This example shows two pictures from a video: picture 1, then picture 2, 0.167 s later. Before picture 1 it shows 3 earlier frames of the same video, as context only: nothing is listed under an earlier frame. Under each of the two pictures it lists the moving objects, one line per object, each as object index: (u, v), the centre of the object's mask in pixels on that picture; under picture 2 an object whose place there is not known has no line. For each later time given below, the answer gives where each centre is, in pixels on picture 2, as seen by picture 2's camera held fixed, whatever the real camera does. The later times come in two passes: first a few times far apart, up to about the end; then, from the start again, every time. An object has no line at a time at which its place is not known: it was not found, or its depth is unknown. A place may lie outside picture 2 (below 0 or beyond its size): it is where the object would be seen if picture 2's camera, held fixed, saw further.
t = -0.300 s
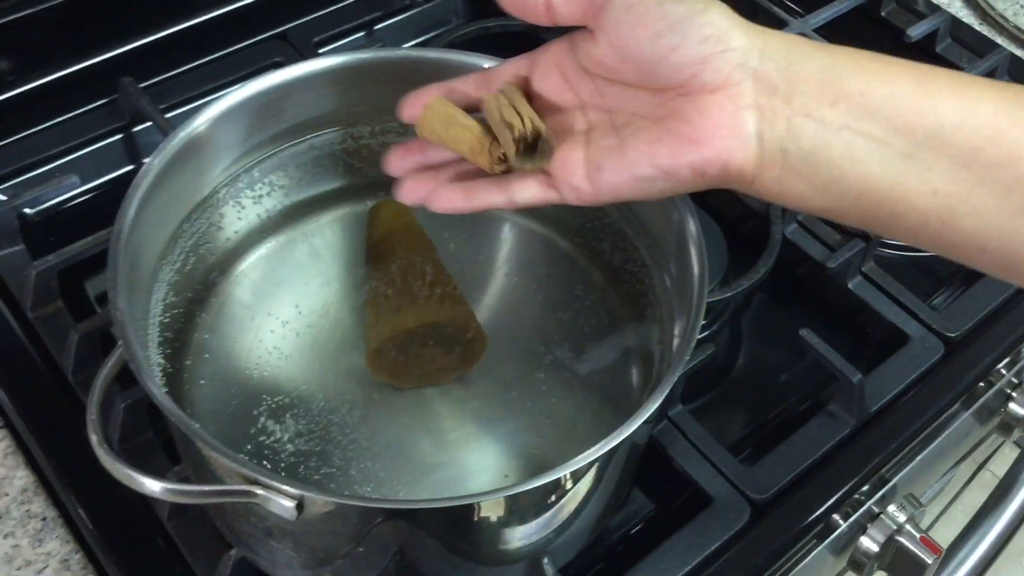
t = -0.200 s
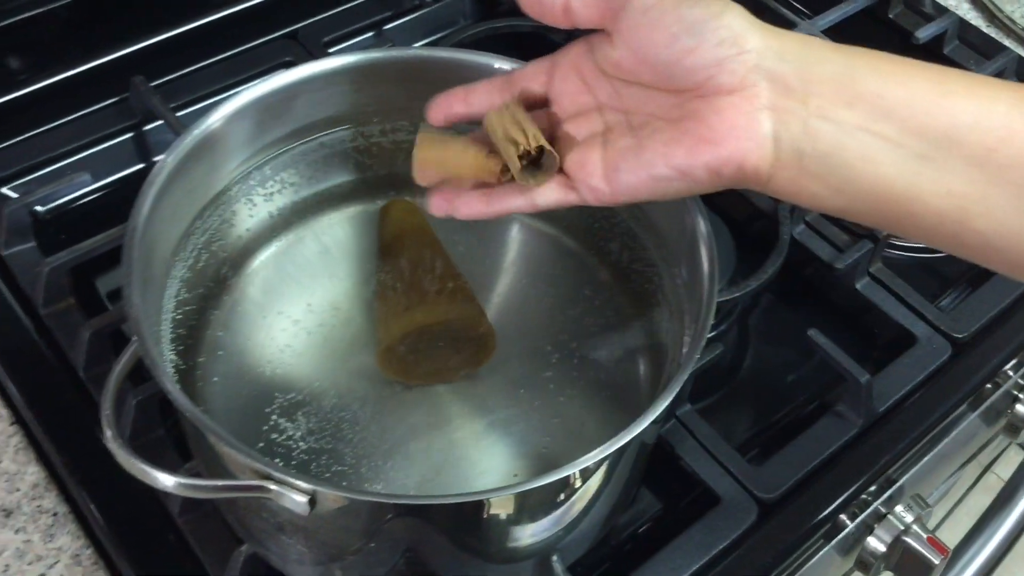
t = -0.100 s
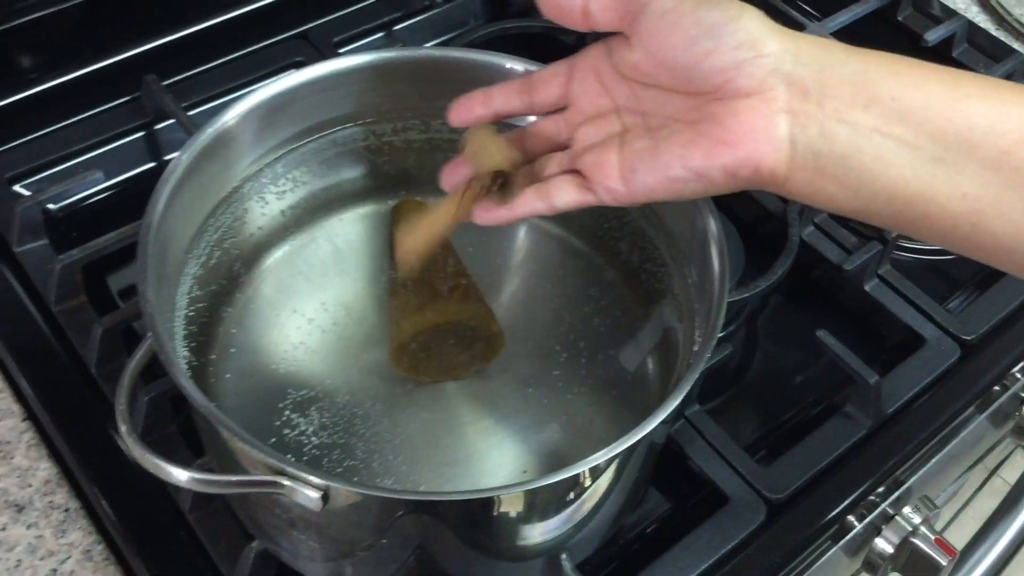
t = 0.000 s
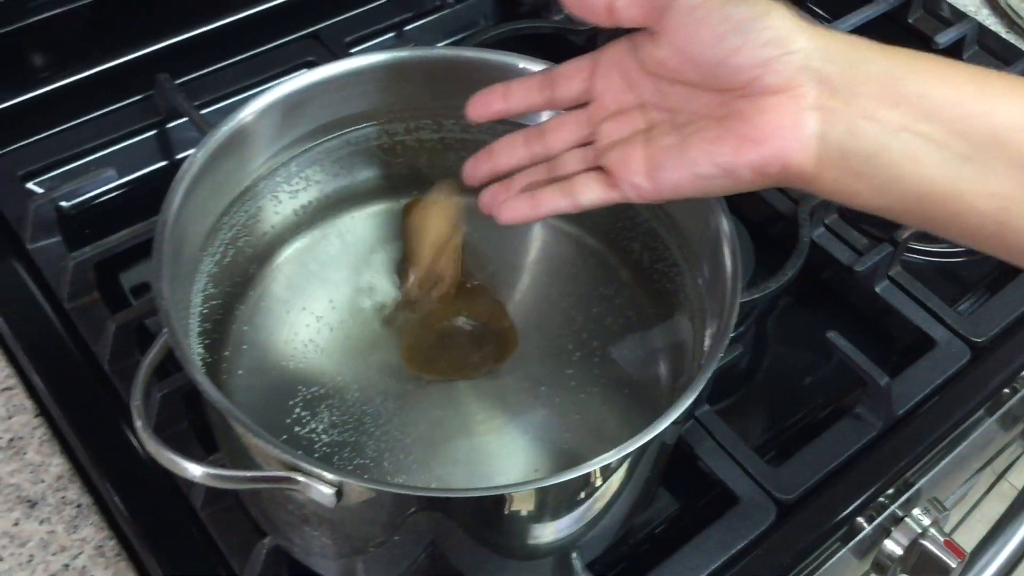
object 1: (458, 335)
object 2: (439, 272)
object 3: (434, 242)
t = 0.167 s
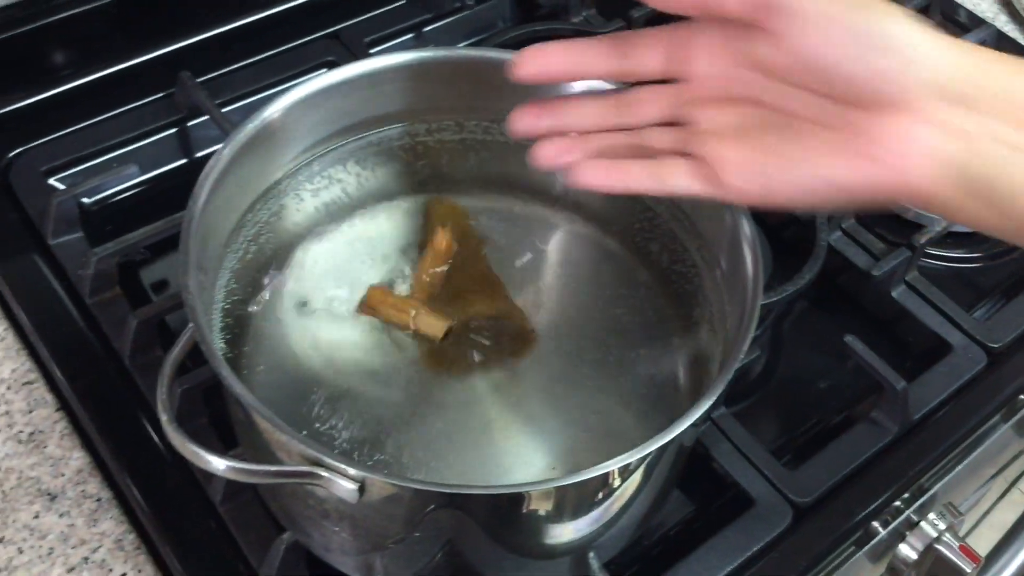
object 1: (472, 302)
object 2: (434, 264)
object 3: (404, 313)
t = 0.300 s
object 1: (474, 311)
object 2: (419, 259)
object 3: (381, 320)
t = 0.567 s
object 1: (470, 305)
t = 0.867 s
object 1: (469, 303)
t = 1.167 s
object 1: (467, 302)
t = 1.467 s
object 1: (466, 301)
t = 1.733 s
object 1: (468, 301)
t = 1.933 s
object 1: (467, 302)
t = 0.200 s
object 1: (473, 310)
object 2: (428, 262)
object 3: (398, 313)
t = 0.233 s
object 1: (474, 310)
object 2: (422, 262)
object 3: (391, 316)
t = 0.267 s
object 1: (475, 310)
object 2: (420, 262)
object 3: (385, 318)
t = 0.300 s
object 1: (474, 311)
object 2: (419, 259)
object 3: (381, 320)
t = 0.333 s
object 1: (473, 309)
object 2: (420, 254)
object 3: (377, 322)
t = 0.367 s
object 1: (472, 311)
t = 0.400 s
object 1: (472, 313)
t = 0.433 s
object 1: (470, 307)
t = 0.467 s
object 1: (470, 308)
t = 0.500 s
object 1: (470, 307)
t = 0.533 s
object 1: (471, 308)
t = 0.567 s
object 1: (470, 305)
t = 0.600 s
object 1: (469, 303)
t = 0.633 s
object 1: (469, 303)
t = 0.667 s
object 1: (469, 304)
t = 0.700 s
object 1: (470, 305)
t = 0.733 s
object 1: (469, 305)
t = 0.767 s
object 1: (468, 304)
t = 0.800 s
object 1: (468, 304)
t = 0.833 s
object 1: (469, 304)
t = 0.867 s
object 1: (469, 303)
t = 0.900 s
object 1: (469, 301)
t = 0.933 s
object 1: (468, 302)
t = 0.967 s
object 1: (468, 304)
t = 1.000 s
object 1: (468, 303)
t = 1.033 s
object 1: (468, 302)
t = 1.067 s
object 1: (468, 302)
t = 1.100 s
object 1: (467, 302)
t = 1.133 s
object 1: (468, 302)
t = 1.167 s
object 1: (467, 302)
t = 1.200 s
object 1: (468, 301)
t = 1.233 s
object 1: (469, 299)
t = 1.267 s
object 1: (468, 300)
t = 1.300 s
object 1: (467, 302)
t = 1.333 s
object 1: (467, 302)
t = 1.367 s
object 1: (468, 301)
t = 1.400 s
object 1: (468, 299)
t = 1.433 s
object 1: (466, 299)
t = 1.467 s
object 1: (466, 301)
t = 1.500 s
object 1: (467, 303)
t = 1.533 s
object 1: (470, 302)
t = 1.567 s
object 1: (468, 301)
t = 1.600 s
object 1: (466, 301)
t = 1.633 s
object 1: (466, 300)
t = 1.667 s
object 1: (468, 301)
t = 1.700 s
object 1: (469, 301)
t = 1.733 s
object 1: (468, 301)
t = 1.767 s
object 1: (468, 301)
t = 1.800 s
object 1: (467, 300)
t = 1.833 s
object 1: (467, 299)
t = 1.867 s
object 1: (468, 300)
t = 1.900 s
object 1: (468, 301)
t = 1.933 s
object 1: (467, 302)
